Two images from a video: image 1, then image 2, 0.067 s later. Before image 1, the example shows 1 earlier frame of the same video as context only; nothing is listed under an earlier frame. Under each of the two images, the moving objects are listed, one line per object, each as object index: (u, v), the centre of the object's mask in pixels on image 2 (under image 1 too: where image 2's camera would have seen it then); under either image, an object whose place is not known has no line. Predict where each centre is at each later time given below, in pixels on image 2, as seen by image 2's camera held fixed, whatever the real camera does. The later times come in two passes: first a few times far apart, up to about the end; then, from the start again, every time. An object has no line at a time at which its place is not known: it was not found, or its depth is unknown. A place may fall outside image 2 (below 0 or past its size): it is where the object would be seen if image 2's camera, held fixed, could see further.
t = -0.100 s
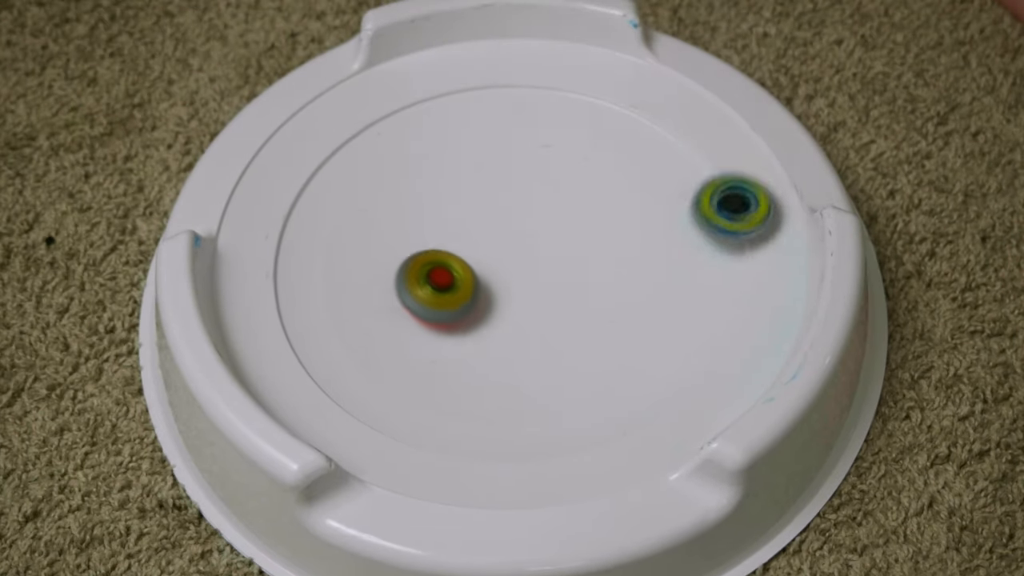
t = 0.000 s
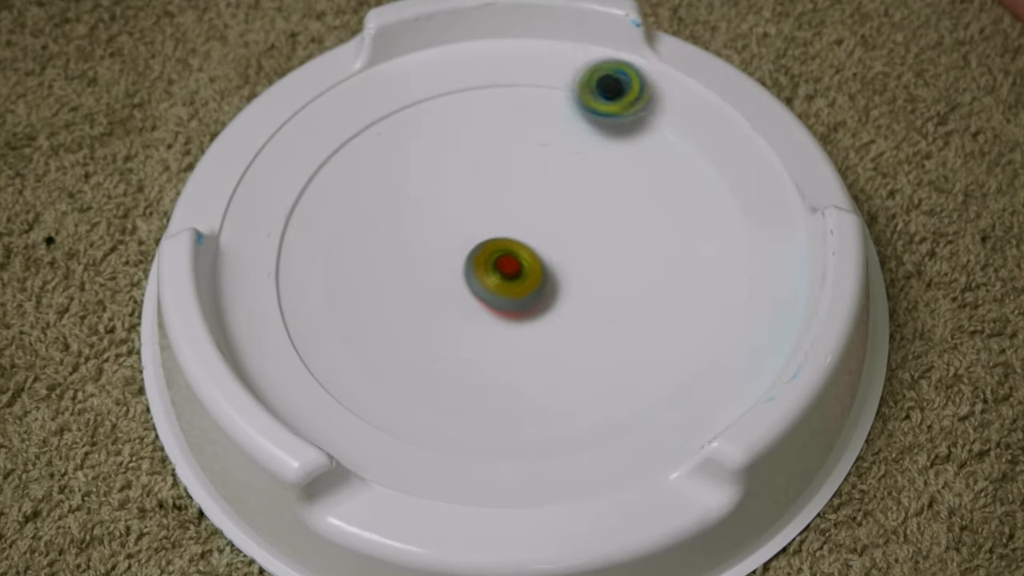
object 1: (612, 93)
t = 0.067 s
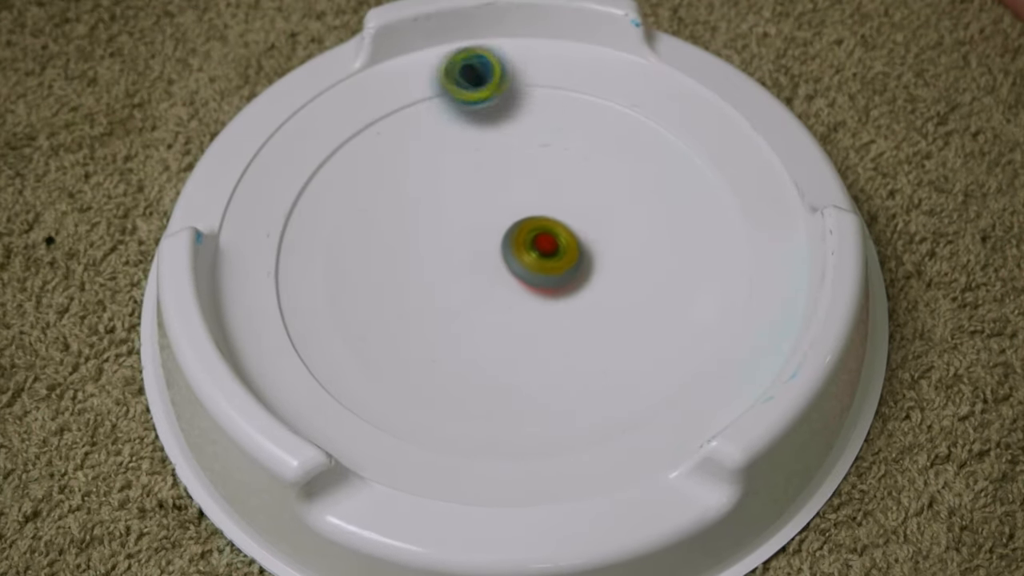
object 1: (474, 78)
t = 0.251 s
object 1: (331, 377)
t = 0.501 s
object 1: (708, 161)
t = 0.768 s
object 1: (378, 220)
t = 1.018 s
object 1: (730, 316)
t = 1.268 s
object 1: (667, 62)
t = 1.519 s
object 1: (474, 309)
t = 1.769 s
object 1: (697, 355)
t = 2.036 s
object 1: (589, 149)
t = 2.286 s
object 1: (352, 374)
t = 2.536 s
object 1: (655, 418)
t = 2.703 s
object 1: (552, 391)
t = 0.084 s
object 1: (439, 86)
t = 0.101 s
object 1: (403, 97)
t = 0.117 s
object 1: (370, 114)
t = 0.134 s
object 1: (339, 136)
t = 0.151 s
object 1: (313, 164)
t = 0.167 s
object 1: (293, 195)
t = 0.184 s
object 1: (281, 230)
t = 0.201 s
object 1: (278, 268)
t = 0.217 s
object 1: (285, 306)
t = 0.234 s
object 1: (303, 343)
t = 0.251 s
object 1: (331, 377)
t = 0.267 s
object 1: (369, 405)
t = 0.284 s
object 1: (414, 427)
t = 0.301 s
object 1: (465, 440)
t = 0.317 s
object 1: (521, 442)
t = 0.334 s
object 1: (570, 436)
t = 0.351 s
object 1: (615, 421)
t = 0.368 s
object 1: (656, 400)
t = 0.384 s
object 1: (688, 374)
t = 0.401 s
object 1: (715, 345)
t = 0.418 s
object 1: (734, 314)
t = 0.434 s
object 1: (744, 282)
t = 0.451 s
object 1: (745, 249)
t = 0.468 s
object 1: (739, 218)
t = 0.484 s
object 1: (727, 188)
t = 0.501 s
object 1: (708, 161)
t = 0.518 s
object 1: (685, 137)
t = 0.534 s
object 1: (657, 117)
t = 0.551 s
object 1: (627, 102)
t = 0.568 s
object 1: (593, 91)
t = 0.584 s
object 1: (559, 84)
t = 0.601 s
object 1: (537, 82)
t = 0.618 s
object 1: (515, 88)
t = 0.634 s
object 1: (487, 91)
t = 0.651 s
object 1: (466, 100)
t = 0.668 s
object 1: (446, 114)
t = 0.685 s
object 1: (428, 126)
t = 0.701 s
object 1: (413, 142)
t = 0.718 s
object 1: (399, 159)
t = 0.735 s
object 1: (388, 178)
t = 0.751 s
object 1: (381, 198)
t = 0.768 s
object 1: (378, 220)
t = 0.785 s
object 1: (383, 243)
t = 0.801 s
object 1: (394, 265)
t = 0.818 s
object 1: (409, 287)
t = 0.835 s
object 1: (427, 308)
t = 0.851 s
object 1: (449, 326)
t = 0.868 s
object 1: (474, 343)
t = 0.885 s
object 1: (501, 356)
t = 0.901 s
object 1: (531, 366)
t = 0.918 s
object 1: (563, 373)
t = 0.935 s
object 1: (594, 375)
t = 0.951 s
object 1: (629, 374)
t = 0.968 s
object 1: (662, 369)
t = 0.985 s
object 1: (695, 362)
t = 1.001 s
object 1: (720, 343)
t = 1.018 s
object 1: (730, 316)
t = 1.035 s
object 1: (742, 293)
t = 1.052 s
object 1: (753, 275)
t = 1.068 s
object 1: (766, 257)
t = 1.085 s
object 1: (775, 236)
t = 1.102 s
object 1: (770, 215)
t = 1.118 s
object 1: (763, 194)
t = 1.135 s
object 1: (758, 182)
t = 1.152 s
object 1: (754, 165)
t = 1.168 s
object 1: (749, 146)
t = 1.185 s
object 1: (741, 128)
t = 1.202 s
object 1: (734, 113)
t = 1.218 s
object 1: (720, 96)
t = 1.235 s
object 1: (706, 83)
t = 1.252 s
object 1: (687, 71)
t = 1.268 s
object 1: (667, 62)
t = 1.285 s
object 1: (650, 63)
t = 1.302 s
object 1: (635, 70)
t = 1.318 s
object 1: (619, 80)
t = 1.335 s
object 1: (603, 97)
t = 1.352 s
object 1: (586, 117)
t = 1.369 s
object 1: (570, 142)
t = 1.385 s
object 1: (554, 161)
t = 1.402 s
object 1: (537, 174)
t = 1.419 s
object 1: (521, 194)
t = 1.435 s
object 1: (506, 217)
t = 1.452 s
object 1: (497, 234)
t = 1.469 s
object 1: (487, 251)
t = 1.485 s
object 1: (480, 272)
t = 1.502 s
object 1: (476, 287)
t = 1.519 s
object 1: (474, 309)
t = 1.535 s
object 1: (476, 326)
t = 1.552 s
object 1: (480, 343)
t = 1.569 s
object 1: (487, 360)
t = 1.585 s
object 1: (496, 374)
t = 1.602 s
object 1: (509, 389)
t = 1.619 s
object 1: (526, 403)
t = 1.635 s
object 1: (543, 415)
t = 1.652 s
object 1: (564, 426)
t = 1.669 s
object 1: (584, 424)
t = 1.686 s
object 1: (605, 409)
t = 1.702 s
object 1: (625, 398)
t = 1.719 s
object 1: (646, 390)
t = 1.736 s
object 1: (665, 385)
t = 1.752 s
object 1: (682, 369)
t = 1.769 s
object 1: (697, 355)
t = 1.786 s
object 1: (710, 336)
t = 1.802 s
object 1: (722, 315)
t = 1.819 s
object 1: (729, 298)
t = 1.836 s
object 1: (732, 277)
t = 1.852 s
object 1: (735, 258)
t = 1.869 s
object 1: (734, 237)
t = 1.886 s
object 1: (730, 221)
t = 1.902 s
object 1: (723, 205)
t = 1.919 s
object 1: (713, 190)
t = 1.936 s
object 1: (701, 179)
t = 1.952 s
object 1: (686, 170)
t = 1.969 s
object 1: (669, 163)
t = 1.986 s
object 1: (652, 157)
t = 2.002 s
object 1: (631, 152)
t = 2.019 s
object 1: (610, 150)
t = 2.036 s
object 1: (589, 149)
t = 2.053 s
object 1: (566, 156)
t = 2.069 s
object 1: (543, 161)
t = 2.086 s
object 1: (520, 168)
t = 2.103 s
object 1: (496, 177)
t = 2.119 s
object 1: (474, 188)
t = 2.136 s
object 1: (452, 200)
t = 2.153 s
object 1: (431, 216)
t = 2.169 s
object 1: (413, 232)
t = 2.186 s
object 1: (397, 250)
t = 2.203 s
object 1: (382, 268)
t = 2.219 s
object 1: (371, 288)
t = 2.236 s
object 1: (362, 309)
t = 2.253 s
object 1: (355, 331)
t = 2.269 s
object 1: (352, 351)
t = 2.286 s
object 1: (352, 374)
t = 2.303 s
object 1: (354, 395)
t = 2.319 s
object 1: (376, 402)
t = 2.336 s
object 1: (399, 411)
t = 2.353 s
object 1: (424, 421)
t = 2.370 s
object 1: (451, 436)
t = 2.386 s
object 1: (473, 443)
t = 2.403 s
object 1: (497, 453)
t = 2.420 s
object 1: (518, 462)
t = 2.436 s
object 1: (539, 469)
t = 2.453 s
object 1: (560, 477)
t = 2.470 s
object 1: (582, 466)
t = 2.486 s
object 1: (602, 455)
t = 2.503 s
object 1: (624, 447)
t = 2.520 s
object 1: (643, 437)
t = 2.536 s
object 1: (655, 418)
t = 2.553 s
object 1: (654, 392)
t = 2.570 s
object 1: (653, 369)
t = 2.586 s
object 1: (651, 354)
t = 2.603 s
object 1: (651, 343)
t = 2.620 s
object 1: (647, 326)
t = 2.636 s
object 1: (634, 329)
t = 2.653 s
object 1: (613, 350)
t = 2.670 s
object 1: (593, 364)
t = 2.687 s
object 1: (571, 379)
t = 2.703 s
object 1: (552, 391)
